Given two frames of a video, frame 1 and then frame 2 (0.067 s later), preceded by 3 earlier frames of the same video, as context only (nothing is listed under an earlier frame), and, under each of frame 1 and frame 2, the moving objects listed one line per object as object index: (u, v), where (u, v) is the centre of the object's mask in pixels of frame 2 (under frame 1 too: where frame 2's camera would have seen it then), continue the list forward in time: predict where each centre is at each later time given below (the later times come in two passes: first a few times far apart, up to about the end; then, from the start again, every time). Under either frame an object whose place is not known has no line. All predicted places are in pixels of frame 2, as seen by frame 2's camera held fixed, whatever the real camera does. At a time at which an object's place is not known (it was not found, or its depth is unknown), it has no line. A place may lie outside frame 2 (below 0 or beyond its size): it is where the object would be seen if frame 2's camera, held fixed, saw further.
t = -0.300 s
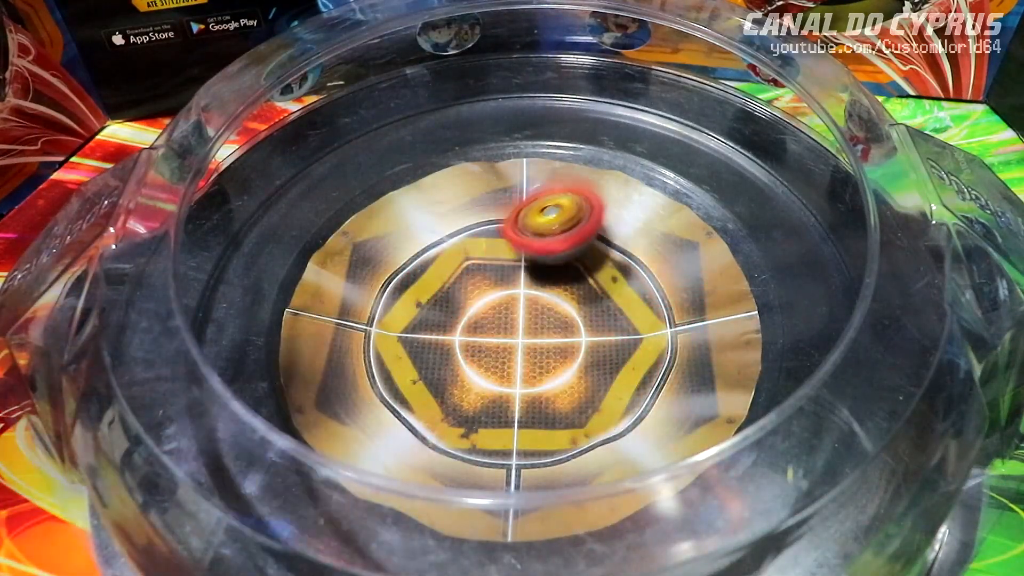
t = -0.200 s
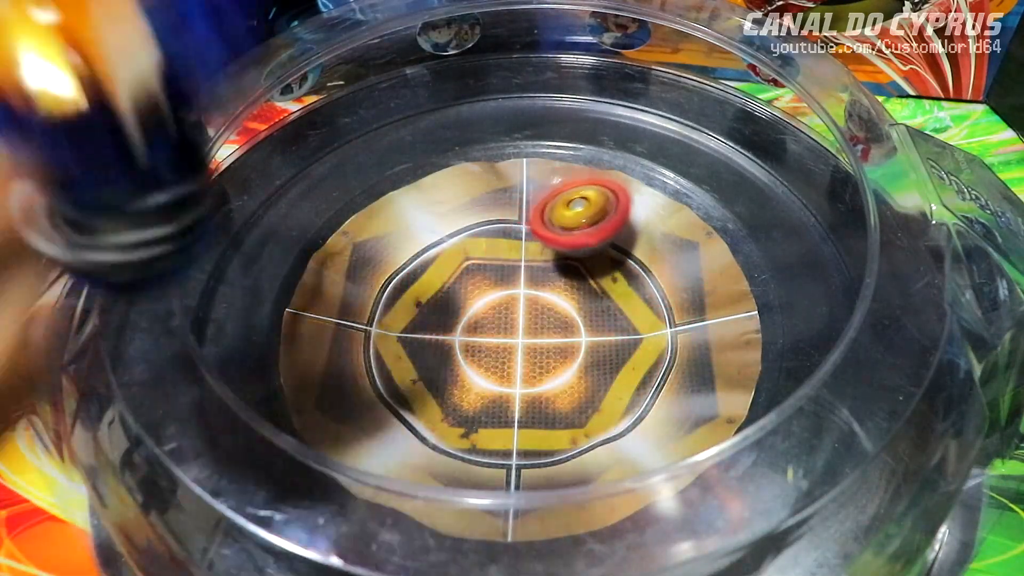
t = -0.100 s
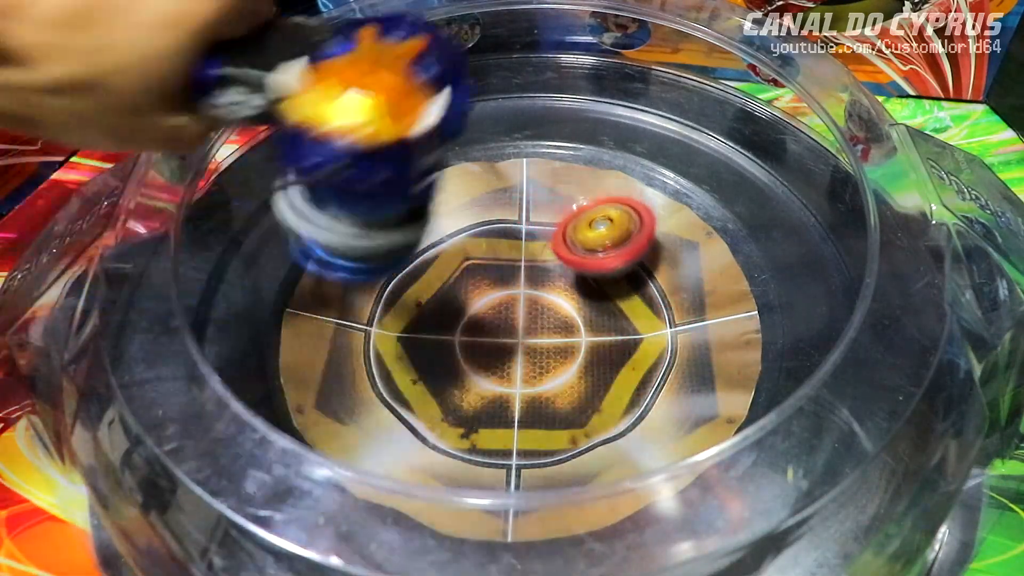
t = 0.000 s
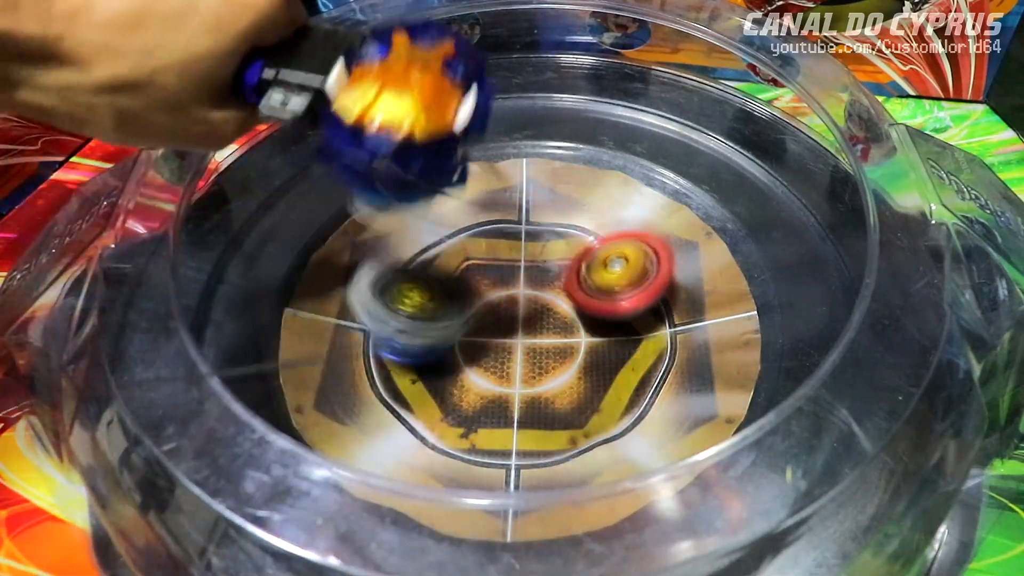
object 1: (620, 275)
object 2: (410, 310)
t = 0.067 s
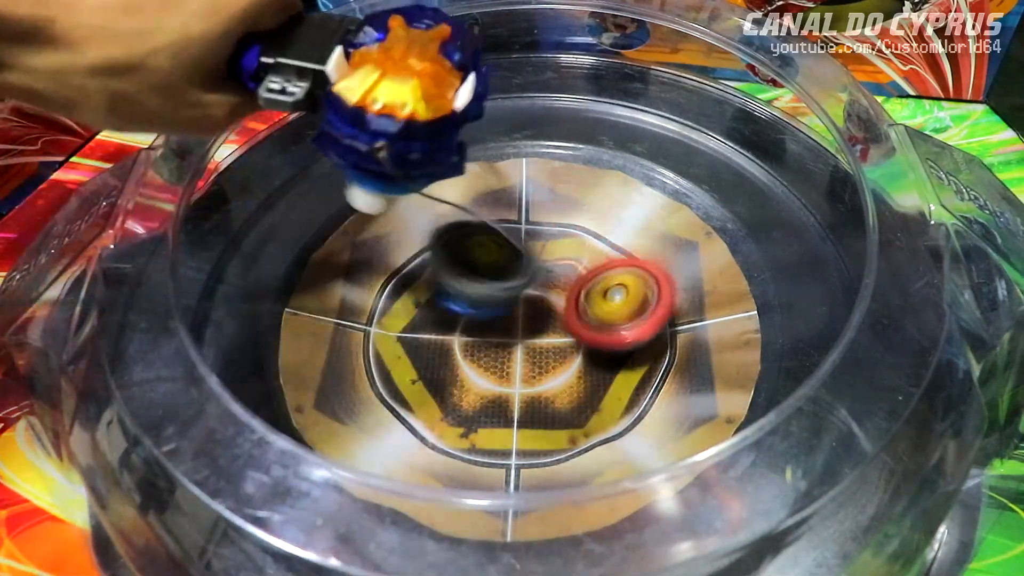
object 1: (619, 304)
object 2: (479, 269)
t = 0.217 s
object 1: (704, 353)
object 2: (512, 190)
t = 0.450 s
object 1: (606, 354)
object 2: (527, 236)
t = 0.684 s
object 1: (766, 514)
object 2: (334, 184)
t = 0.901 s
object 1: (676, 486)
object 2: (419, 281)
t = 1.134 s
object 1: (580, 461)
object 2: (643, 269)
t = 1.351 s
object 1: (500, 384)
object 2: (589, 174)
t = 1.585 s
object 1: (463, 364)
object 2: (482, 175)
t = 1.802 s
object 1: (516, 316)
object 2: (492, 195)
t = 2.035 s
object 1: (613, 378)
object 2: (514, 186)
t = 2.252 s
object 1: (655, 538)
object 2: (489, 180)
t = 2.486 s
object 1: (542, 422)
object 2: (411, 62)
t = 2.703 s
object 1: (476, 251)
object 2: (443, 109)
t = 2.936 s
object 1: (728, 397)
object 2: (376, 74)
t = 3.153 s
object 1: (774, 494)
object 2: (337, 117)
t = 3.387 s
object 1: (742, 472)
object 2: (301, 190)
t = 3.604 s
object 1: (699, 439)
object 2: (274, 275)
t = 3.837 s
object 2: (423, 326)
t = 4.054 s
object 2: (364, 253)
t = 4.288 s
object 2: (535, 296)
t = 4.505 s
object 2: (652, 340)
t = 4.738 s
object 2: (544, 361)
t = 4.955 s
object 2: (454, 284)
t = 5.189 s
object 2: (554, 241)
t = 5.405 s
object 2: (585, 330)
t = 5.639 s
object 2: (464, 310)
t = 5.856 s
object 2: (481, 253)
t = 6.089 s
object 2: (574, 280)
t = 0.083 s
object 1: (616, 311)
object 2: (499, 267)
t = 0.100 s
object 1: (620, 321)
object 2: (512, 266)
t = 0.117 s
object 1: (636, 320)
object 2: (512, 263)
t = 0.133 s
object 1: (648, 322)
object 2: (512, 260)
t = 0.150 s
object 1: (662, 328)
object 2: (511, 239)
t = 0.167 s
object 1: (677, 338)
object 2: (510, 222)
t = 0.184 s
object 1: (691, 351)
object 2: (510, 207)
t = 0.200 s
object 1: (699, 353)
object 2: (511, 194)
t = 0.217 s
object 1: (704, 353)
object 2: (512, 190)
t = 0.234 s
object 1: (710, 356)
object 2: (512, 189)
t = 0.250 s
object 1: (715, 363)
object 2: (514, 192)
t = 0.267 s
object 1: (715, 365)
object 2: (517, 206)
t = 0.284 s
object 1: (713, 365)
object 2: (520, 220)
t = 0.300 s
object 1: (709, 367)
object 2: (522, 219)
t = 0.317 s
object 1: (701, 365)
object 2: (525, 216)
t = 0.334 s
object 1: (692, 366)
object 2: (526, 215)
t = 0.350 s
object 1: (679, 363)
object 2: (529, 222)
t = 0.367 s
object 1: (666, 362)
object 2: (533, 232)
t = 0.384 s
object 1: (649, 358)
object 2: (536, 241)
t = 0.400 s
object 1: (634, 355)
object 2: (536, 239)
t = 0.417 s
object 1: (615, 351)
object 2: (537, 237)
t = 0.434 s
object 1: (598, 346)
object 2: (539, 240)
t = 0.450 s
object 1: (606, 354)
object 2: (527, 236)
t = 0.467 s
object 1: (627, 366)
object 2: (506, 231)
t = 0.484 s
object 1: (647, 384)
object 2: (482, 227)
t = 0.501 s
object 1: (664, 403)
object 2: (461, 228)
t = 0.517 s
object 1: (679, 415)
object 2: (439, 225)
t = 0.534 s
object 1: (687, 417)
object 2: (419, 219)
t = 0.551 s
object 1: (694, 421)
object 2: (404, 205)
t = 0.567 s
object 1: (726, 460)
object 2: (392, 195)
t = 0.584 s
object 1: (737, 475)
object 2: (379, 190)
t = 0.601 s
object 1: (752, 493)
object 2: (367, 190)
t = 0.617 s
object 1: (759, 502)
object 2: (358, 193)
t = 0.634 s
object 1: (767, 509)
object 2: (348, 197)
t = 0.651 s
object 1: (769, 510)
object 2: (343, 191)
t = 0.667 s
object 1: (769, 511)
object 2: (338, 185)
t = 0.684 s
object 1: (766, 514)
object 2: (334, 184)
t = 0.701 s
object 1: (761, 516)
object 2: (332, 186)
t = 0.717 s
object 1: (753, 515)
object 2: (328, 192)
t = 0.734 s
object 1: (742, 516)
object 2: (327, 203)
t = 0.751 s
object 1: (733, 514)
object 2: (329, 208)
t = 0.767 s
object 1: (727, 510)
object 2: (332, 208)
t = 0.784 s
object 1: (720, 508)
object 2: (338, 212)
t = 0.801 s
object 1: (712, 505)
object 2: (344, 220)
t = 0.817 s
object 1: (706, 500)
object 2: (352, 232)
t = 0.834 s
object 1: (699, 498)
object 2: (361, 239)
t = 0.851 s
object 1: (693, 495)
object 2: (372, 242)
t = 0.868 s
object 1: (686, 492)
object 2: (388, 253)
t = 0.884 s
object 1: (680, 489)
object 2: (406, 269)
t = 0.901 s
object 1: (676, 486)
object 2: (419, 281)
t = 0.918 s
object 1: (669, 478)
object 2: (443, 290)
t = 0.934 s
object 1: (661, 472)
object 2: (464, 301)
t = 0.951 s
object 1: (652, 466)
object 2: (482, 310)
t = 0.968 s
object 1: (642, 459)
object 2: (500, 313)
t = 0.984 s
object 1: (627, 445)
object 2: (528, 319)
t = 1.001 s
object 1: (616, 436)
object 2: (550, 327)
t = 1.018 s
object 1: (604, 432)
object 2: (567, 322)
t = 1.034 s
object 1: (600, 435)
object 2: (582, 313)
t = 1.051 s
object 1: (597, 437)
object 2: (590, 296)
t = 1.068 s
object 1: (594, 440)
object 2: (603, 284)
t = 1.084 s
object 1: (590, 446)
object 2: (613, 276)
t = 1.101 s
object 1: (586, 450)
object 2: (626, 270)
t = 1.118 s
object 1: (582, 450)
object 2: (637, 269)
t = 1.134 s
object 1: (580, 461)
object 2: (643, 269)
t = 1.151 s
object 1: (573, 451)
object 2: (642, 249)
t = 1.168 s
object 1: (568, 450)
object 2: (643, 229)
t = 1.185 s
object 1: (562, 449)
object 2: (641, 213)
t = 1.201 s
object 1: (557, 447)
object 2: (641, 201)
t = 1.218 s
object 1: (550, 445)
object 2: (640, 195)
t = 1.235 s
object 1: (545, 441)
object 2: (639, 194)
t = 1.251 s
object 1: (538, 436)
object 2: (637, 196)
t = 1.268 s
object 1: (532, 428)
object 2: (635, 204)
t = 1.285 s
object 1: (526, 420)
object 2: (632, 208)
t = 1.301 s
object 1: (519, 412)
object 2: (619, 195)
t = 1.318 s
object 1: (512, 402)
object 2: (611, 184)
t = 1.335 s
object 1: (506, 394)
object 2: (600, 177)
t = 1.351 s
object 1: (500, 384)
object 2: (589, 174)
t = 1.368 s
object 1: (496, 375)
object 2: (577, 176)
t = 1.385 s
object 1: (492, 364)
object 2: (566, 182)
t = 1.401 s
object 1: (488, 353)
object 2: (554, 198)
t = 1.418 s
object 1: (485, 341)
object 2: (543, 209)
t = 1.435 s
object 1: (484, 327)
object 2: (534, 233)
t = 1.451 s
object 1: (479, 329)
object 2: (526, 234)
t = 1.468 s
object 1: (474, 333)
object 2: (519, 221)
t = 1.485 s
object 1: (469, 343)
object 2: (513, 206)
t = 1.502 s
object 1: (466, 353)
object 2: (506, 197)
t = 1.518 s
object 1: (464, 356)
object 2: (501, 193)
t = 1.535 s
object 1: (463, 361)
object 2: (495, 188)
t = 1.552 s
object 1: (462, 363)
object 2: (490, 180)
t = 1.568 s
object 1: (462, 364)
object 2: (485, 176)
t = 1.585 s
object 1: (463, 364)
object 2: (482, 175)
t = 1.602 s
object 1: (463, 363)
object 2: (480, 174)
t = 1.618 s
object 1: (465, 361)
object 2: (476, 172)
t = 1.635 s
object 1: (467, 358)
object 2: (476, 172)
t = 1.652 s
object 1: (469, 355)
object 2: (475, 172)
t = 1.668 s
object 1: (471, 349)
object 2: (475, 172)
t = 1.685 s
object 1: (475, 342)
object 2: (475, 174)
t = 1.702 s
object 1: (478, 336)
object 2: (476, 178)
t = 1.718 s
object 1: (481, 328)
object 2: (479, 181)
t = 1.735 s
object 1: (485, 323)
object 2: (482, 186)
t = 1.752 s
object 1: (490, 315)
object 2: (485, 190)
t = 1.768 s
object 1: (494, 308)
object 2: (490, 197)
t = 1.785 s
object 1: (501, 307)
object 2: (493, 203)
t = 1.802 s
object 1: (516, 316)
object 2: (492, 195)
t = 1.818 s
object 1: (534, 329)
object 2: (491, 190)
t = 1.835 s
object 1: (547, 341)
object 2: (490, 182)
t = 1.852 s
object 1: (562, 349)
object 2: (488, 175)
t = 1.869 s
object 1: (576, 358)
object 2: (490, 172)
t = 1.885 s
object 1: (587, 363)
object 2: (491, 173)
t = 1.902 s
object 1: (597, 368)
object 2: (491, 172)
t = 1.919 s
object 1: (605, 372)
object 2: (492, 165)
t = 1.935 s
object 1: (610, 374)
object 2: (494, 161)
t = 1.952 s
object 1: (614, 375)
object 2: (497, 160)
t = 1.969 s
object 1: (618, 378)
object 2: (500, 164)
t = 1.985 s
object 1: (619, 379)
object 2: (503, 172)
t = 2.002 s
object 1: (618, 379)
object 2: (506, 184)
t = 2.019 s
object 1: (616, 378)
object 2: (510, 187)
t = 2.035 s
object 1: (613, 378)
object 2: (514, 186)
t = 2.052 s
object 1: (610, 378)
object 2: (517, 191)
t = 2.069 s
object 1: (607, 377)
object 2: (522, 200)
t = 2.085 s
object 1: (601, 375)
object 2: (529, 218)
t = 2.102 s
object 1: (595, 374)
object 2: (533, 236)
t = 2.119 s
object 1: (588, 372)
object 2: (539, 250)
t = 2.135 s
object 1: (580, 370)
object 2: (543, 257)
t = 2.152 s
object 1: (573, 369)
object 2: (544, 267)
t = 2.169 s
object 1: (581, 391)
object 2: (540, 269)
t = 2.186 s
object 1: (596, 420)
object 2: (531, 256)
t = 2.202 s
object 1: (603, 441)
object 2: (520, 235)
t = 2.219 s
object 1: (629, 494)
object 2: (512, 225)
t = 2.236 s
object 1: (639, 519)
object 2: (500, 197)
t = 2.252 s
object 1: (655, 538)
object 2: (489, 180)
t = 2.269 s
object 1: (664, 552)
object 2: (478, 165)
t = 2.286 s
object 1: (660, 557)
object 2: (472, 159)
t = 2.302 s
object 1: (651, 549)
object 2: (462, 146)
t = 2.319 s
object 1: (638, 539)
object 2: (455, 134)
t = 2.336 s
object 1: (628, 536)
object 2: (449, 124)
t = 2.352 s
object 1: (614, 527)
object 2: (442, 115)
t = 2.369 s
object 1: (603, 516)
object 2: (437, 110)
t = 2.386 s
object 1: (593, 499)
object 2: (433, 103)
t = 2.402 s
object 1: (586, 481)
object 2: (428, 98)
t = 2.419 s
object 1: (578, 465)
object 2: (423, 92)
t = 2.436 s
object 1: (569, 451)
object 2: (420, 85)
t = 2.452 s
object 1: (561, 447)
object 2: (416, 76)
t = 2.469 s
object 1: (552, 437)
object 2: (414, 67)
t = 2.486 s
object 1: (542, 422)
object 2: (411, 62)
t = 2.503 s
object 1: (534, 410)
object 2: (409, 60)
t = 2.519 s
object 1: (523, 398)
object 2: (412, 64)
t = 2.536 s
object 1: (515, 385)
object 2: (414, 69)
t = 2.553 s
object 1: (507, 372)
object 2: (416, 67)
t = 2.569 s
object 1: (500, 358)
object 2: (418, 67)
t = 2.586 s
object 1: (492, 343)
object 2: (420, 68)
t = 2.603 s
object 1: (485, 328)
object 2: (424, 77)
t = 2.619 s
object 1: (481, 315)
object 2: (427, 90)
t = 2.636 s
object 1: (478, 303)
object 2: (431, 94)
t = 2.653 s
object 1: (475, 288)
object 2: (433, 94)
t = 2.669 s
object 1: (474, 276)
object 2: (436, 99)
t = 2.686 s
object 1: (474, 264)
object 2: (440, 106)
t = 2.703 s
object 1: (476, 251)
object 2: (443, 109)
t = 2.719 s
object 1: (477, 239)
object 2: (446, 112)
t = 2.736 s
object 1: (479, 228)
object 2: (450, 118)
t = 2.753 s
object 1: (485, 221)
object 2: (452, 124)
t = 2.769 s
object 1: (511, 242)
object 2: (442, 115)
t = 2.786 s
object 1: (539, 267)
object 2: (434, 105)
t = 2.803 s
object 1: (568, 286)
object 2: (425, 98)
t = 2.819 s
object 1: (594, 306)
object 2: (417, 94)
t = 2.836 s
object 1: (619, 324)
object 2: (407, 87)
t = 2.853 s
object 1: (644, 340)
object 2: (400, 79)
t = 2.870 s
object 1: (668, 357)
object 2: (396, 76)
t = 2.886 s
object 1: (690, 374)
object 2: (391, 76)
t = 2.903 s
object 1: (709, 385)
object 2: (385, 76)
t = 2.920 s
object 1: (720, 391)
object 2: (382, 76)
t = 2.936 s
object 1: (728, 397)
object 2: (376, 74)
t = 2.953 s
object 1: (755, 421)
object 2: (372, 76)
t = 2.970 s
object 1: (766, 436)
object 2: (370, 79)
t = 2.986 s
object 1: (775, 451)
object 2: (368, 81)
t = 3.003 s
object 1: (786, 462)
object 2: (364, 81)
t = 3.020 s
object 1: (796, 474)
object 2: (361, 84)
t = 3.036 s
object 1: (801, 482)
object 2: (357, 89)
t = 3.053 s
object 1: (805, 486)
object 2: (354, 93)
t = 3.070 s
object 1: (803, 485)
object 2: (350, 93)
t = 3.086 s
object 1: (796, 490)
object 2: (347, 98)
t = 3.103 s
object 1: (790, 491)
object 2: (343, 104)
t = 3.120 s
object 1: (784, 490)
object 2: (340, 106)
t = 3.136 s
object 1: (778, 493)
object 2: (338, 110)
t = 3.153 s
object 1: (774, 494)
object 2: (337, 117)
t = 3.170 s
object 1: (768, 493)
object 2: (336, 125)
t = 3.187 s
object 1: (764, 490)
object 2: (334, 126)
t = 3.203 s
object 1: (761, 489)
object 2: (331, 125)
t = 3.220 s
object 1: (757, 488)
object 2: (328, 129)
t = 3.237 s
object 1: (755, 486)
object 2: (328, 137)
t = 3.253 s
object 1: (755, 485)
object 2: (327, 149)
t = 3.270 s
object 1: (751, 484)
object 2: (324, 151)
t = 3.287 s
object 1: (750, 482)
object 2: (320, 154)
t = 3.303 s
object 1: (749, 482)
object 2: (318, 159)
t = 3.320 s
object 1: (746, 480)
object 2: (316, 166)
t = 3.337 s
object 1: (746, 478)
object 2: (312, 173)
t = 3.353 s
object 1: (744, 477)
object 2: (308, 177)
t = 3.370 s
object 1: (742, 474)
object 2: (305, 184)
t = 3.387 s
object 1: (742, 472)
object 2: (301, 190)
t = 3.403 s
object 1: (739, 471)
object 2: (298, 195)
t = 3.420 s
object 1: (738, 467)
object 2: (293, 202)
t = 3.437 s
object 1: (737, 466)
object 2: (290, 210)
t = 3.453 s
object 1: (734, 464)
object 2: (287, 216)
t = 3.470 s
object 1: (733, 460)
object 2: (283, 221)
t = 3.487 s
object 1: (731, 459)
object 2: (280, 229)
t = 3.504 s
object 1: (727, 456)
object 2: (277, 236)
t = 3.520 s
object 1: (726, 453)
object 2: (274, 242)
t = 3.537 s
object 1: (722, 452)
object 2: (272, 249)
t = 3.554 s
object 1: (718, 447)
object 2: (271, 255)
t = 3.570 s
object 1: (715, 446)
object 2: (270, 262)
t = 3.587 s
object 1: (707, 444)
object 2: (272, 268)
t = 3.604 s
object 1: (699, 439)
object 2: (274, 275)
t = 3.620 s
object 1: (687, 434)
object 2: (278, 281)
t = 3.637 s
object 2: (284, 287)
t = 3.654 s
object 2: (292, 293)
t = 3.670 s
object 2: (302, 299)
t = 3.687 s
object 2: (312, 304)
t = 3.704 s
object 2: (323, 308)
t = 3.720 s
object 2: (336, 313)
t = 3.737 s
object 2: (350, 317)
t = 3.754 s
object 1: (597, 405)
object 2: (366, 318)
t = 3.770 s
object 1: (584, 398)
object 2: (383, 323)
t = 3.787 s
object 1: (574, 394)
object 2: (400, 329)
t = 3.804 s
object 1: (560, 387)
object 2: (421, 334)
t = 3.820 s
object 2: (433, 336)
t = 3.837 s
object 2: (423, 326)
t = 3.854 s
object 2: (407, 307)
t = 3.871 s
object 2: (396, 293)
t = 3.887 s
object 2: (390, 288)
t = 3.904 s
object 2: (378, 281)
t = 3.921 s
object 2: (368, 279)
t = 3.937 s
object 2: (361, 280)
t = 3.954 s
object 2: (356, 272)
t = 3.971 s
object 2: (354, 268)
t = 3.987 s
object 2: (356, 266)
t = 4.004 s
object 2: (356, 259)
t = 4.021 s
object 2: (357, 253)
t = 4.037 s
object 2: (359, 253)
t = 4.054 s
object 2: (364, 253)
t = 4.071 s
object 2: (369, 250)
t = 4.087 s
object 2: (376, 249)
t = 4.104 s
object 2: (384, 252)
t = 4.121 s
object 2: (393, 253)
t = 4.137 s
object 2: (406, 255)
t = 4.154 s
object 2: (418, 260)
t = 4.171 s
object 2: (430, 261)
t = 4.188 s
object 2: (446, 264)
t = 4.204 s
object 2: (460, 270)
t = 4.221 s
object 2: (474, 276)
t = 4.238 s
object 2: (487, 276)
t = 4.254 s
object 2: (502, 280)
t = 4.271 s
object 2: (519, 290)
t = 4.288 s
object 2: (535, 296)
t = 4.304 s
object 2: (549, 295)
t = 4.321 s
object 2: (563, 298)
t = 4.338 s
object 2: (580, 307)
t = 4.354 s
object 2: (595, 319)
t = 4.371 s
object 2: (607, 321)
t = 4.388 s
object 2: (614, 318)
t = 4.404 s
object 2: (624, 316)
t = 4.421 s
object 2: (632, 318)
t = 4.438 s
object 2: (642, 325)
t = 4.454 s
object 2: (649, 336)
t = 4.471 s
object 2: (656, 346)
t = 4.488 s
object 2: (655, 345)
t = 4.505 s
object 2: (652, 340)
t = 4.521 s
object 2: (651, 340)
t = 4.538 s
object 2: (647, 338)
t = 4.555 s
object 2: (645, 345)
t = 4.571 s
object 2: (643, 356)
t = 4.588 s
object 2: (639, 365)
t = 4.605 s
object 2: (630, 360)
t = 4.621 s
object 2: (619, 356)
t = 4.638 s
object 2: (609, 358)
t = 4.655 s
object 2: (600, 362)
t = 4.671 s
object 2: (592, 369)
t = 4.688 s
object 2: (580, 366)
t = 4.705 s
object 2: (567, 362)
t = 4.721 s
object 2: (555, 363)
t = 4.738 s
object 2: (544, 361)
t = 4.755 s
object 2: (525, 364)
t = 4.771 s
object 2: (513, 358)
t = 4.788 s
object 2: (502, 353)
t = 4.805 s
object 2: (491, 351)
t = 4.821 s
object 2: (480, 341)
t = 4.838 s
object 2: (471, 335)
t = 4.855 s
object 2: (468, 330)
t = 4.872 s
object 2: (463, 320)
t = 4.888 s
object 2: (459, 313)
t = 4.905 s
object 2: (455, 310)
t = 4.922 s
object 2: (451, 303)
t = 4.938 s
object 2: (451, 290)
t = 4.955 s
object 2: (454, 284)
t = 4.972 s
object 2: (455, 278)
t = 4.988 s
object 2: (456, 277)
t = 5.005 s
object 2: (458, 274)
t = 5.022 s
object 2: (466, 266)
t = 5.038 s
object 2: (470, 258)
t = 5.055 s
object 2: (476, 256)
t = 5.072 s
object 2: (485, 253)
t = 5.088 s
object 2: (494, 247)
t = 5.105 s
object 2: (503, 242)
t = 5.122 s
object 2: (515, 240)
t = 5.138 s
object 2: (526, 238)
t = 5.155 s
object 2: (534, 243)
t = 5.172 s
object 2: (543, 240)
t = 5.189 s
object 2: (554, 241)
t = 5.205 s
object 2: (563, 246)
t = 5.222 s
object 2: (568, 252)
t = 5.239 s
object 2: (576, 254)
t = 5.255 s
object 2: (581, 259)
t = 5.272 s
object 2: (585, 269)
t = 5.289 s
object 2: (591, 281)
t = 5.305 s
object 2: (593, 286)
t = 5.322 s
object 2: (593, 296)
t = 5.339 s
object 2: (594, 302)
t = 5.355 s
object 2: (594, 309)
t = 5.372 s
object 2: (591, 316)
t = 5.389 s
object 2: (586, 324)
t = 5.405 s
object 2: (585, 330)
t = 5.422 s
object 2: (577, 336)
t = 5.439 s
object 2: (567, 339)
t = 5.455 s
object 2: (563, 341)
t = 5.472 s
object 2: (552, 341)
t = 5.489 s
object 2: (537, 345)
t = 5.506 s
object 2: (531, 342)
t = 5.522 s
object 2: (520, 341)
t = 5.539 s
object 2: (508, 339)
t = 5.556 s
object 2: (502, 337)
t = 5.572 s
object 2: (491, 330)
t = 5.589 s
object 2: (481, 325)
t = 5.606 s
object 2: (478, 322)
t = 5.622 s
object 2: (469, 319)
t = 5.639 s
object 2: (464, 310)
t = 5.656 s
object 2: (460, 301)
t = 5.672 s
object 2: (455, 299)
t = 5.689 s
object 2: (454, 290)
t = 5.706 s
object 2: (456, 281)
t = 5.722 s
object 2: (455, 277)
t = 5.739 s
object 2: (456, 274)
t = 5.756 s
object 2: (457, 268)
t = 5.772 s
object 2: (457, 262)
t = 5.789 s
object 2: (461, 260)
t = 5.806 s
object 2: (464, 258)
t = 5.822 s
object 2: (468, 252)
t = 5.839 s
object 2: (475, 251)
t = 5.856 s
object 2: (481, 253)
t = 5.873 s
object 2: (484, 257)
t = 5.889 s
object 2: (492, 256)
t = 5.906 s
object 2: (498, 259)
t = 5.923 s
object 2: (504, 260)
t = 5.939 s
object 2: (513, 262)
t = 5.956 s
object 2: (520, 265)
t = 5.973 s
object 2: (526, 265)
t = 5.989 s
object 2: (538, 267)
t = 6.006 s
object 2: (542, 270)
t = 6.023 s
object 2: (552, 271)
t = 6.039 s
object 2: (559, 274)
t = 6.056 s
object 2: (562, 275)
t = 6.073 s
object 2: (570, 277)
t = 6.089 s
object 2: (574, 280)
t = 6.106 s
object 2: (576, 283)
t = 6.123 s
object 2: (582, 289)
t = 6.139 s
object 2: (583, 291)
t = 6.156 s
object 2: (584, 295)
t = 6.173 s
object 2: (584, 297)
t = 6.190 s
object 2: (580, 303)
